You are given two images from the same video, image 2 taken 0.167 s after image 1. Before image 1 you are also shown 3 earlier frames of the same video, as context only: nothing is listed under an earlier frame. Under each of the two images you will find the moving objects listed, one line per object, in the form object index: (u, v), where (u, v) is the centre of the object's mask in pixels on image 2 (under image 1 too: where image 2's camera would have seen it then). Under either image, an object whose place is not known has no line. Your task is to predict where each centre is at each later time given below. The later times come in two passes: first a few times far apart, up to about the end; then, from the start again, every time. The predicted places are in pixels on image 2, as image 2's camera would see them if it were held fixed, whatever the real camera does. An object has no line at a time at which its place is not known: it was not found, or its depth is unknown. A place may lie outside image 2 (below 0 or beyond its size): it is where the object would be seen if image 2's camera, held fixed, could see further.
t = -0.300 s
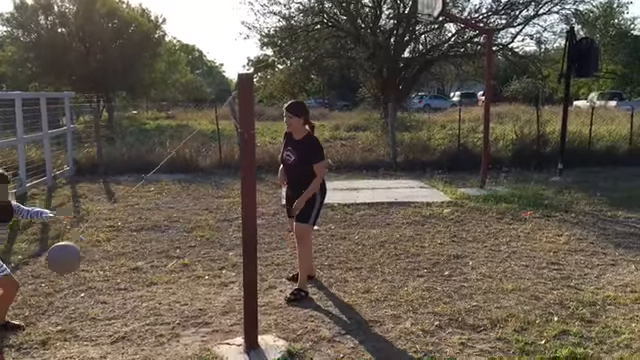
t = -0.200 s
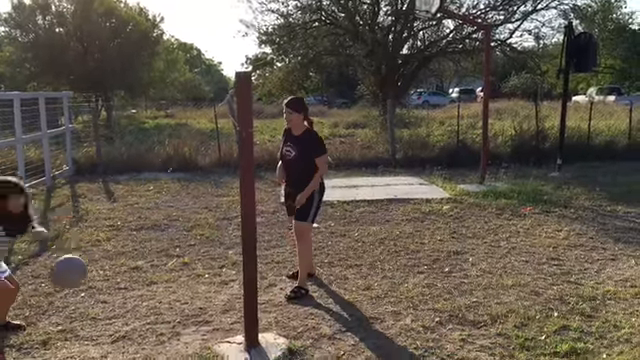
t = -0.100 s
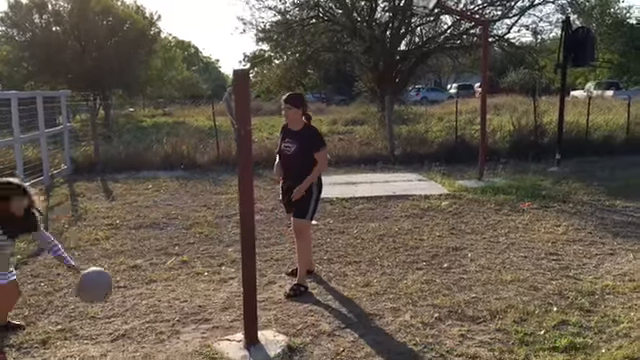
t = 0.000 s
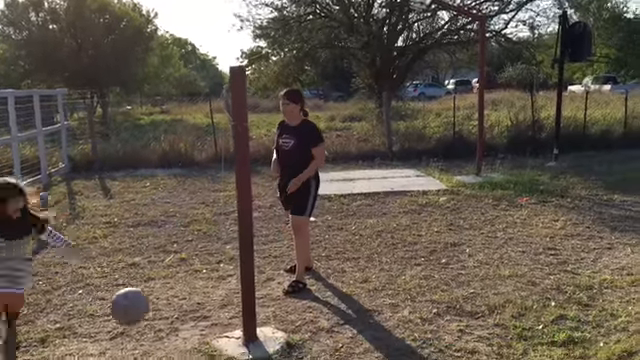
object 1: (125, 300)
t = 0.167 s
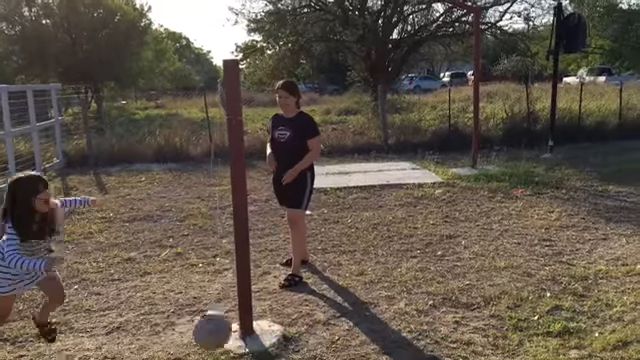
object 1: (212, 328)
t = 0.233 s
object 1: (251, 317)
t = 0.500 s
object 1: (371, 273)
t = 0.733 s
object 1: (383, 217)
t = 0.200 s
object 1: (231, 323)
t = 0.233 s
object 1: (251, 317)
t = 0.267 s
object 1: (270, 310)
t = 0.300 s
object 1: (287, 305)
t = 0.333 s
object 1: (306, 299)
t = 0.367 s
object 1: (322, 294)
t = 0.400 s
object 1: (338, 291)
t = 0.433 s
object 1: (352, 288)
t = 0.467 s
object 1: (365, 282)
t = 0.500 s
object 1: (371, 273)
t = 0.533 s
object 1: (375, 260)
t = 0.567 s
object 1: (379, 249)
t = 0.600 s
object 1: (380, 240)
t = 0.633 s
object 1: (380, 236)
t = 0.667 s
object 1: (382, 225)
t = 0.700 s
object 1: (382, 221)
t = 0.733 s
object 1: (383, 217)
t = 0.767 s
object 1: (383, 216)
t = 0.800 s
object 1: (383, 211)
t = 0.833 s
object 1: (381, 213)
